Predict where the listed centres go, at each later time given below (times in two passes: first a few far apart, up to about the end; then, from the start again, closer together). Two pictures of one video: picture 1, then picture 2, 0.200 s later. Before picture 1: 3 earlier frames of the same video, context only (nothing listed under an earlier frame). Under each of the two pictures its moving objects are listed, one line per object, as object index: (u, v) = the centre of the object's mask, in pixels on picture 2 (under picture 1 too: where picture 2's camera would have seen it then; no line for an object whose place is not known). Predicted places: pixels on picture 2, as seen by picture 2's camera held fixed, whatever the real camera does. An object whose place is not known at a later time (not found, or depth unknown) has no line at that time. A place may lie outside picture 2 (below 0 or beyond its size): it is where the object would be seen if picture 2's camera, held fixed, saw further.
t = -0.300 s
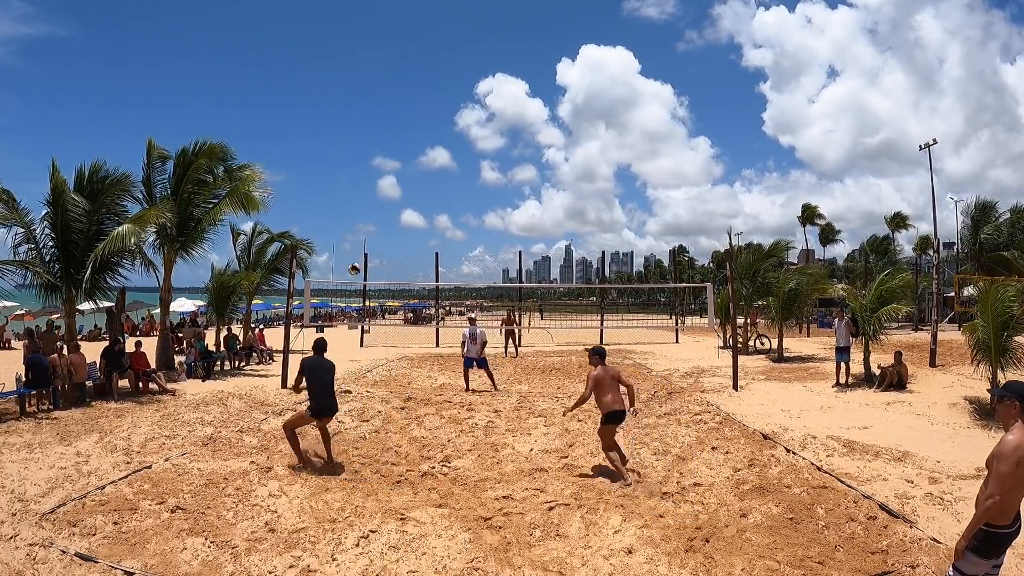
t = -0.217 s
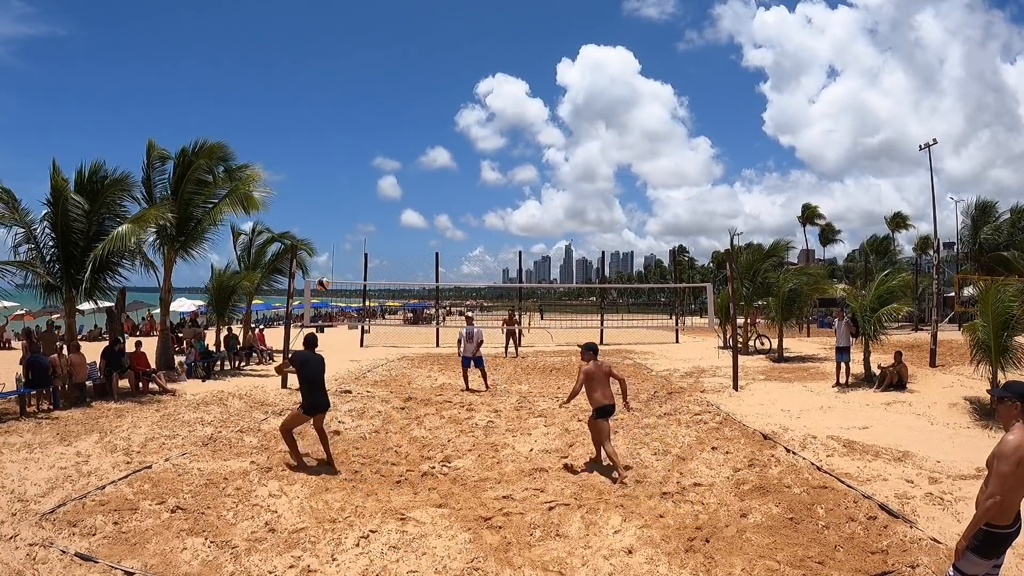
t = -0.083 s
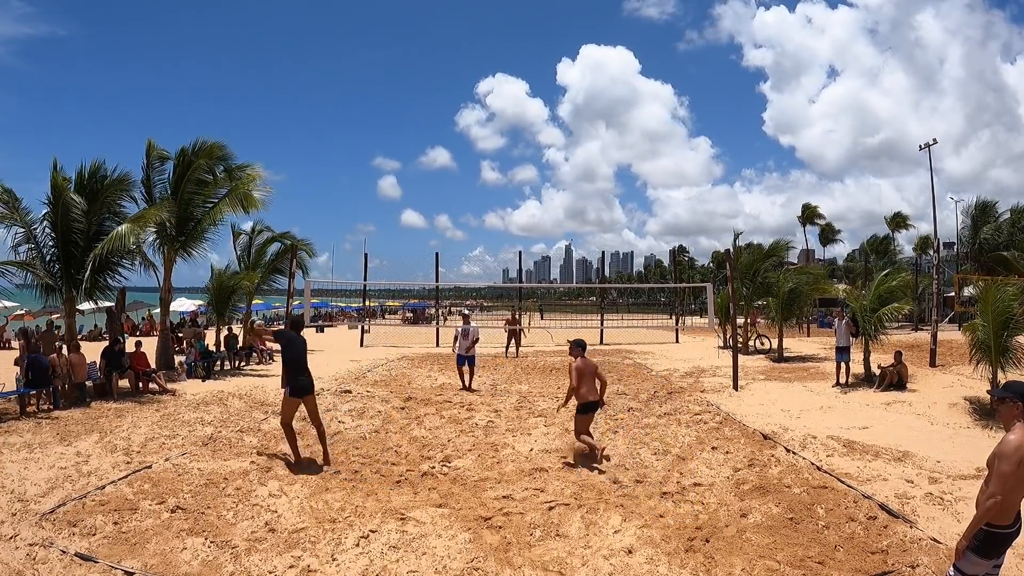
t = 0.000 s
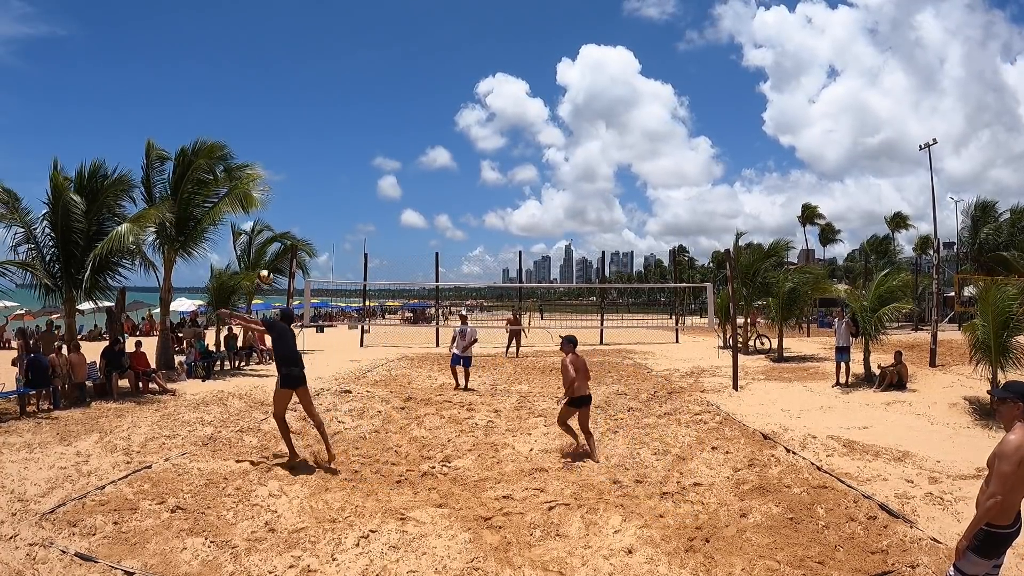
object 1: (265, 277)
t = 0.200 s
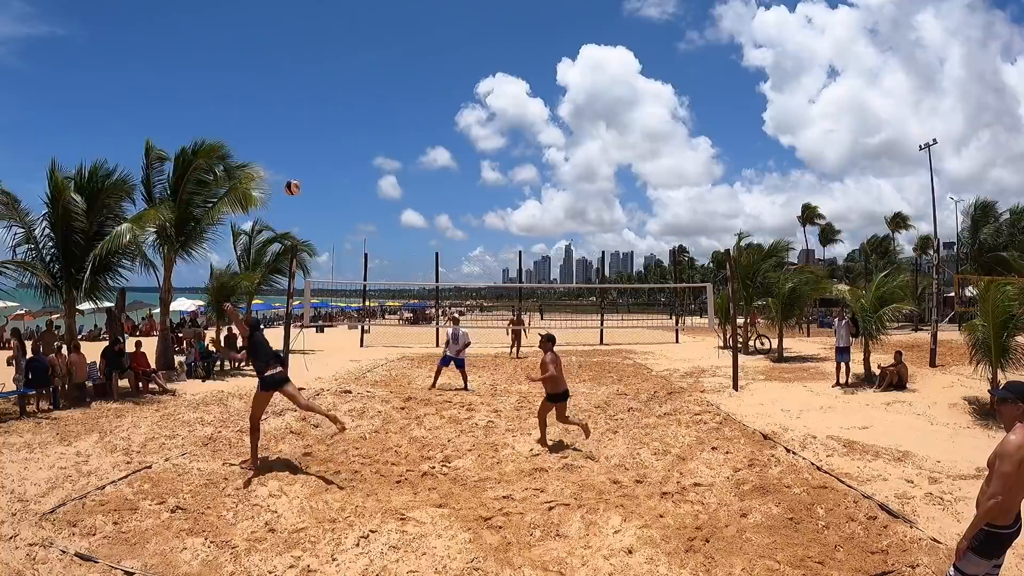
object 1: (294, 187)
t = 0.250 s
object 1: (299, 170)
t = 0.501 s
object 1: (334, 113)
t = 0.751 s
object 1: (365, 102)
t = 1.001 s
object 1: (394, 131)
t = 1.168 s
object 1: (413, 173)
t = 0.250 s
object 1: (299, 170)
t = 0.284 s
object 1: (304, 159)
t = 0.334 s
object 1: (315, 144)
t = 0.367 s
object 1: (317, 137)
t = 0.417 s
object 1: (323, 127)
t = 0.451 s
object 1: (327, 121)
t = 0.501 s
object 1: (334, 113)
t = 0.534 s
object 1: (338, 109)
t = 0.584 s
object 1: (344, 105)
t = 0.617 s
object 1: (348, 103)
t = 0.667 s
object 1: (356, 102)
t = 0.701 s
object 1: (359, 102)
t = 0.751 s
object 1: (365, 102)
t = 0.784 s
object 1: (369, 104)
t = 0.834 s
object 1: (375, 108)
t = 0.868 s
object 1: (379, 111)
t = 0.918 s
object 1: (385, 117)
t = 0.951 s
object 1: (389, 122)
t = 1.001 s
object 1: (394, 131)
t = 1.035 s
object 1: (398, 138)
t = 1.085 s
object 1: (404, 150)
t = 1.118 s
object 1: (407, 159)
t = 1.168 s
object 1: (413, 173)
